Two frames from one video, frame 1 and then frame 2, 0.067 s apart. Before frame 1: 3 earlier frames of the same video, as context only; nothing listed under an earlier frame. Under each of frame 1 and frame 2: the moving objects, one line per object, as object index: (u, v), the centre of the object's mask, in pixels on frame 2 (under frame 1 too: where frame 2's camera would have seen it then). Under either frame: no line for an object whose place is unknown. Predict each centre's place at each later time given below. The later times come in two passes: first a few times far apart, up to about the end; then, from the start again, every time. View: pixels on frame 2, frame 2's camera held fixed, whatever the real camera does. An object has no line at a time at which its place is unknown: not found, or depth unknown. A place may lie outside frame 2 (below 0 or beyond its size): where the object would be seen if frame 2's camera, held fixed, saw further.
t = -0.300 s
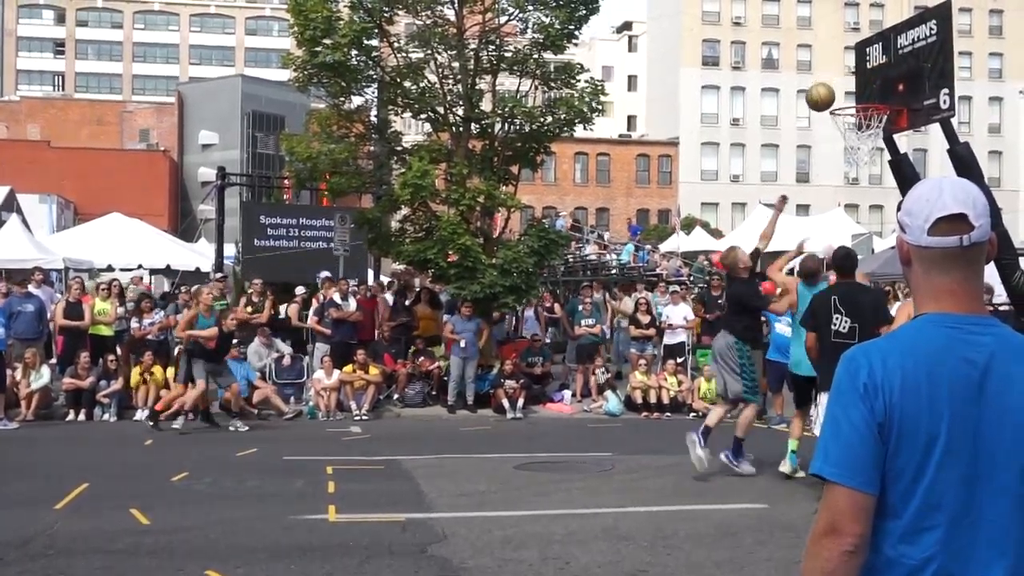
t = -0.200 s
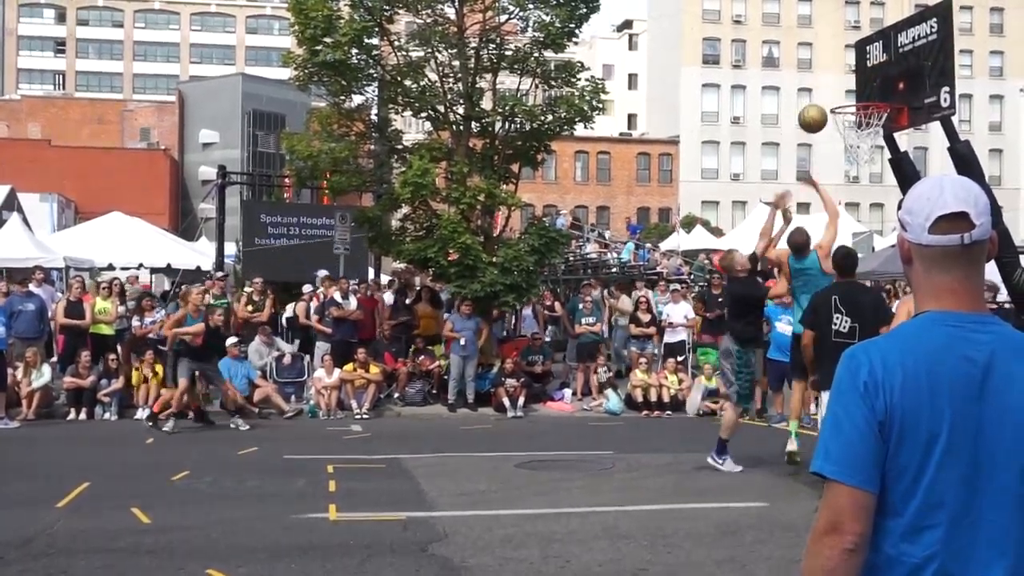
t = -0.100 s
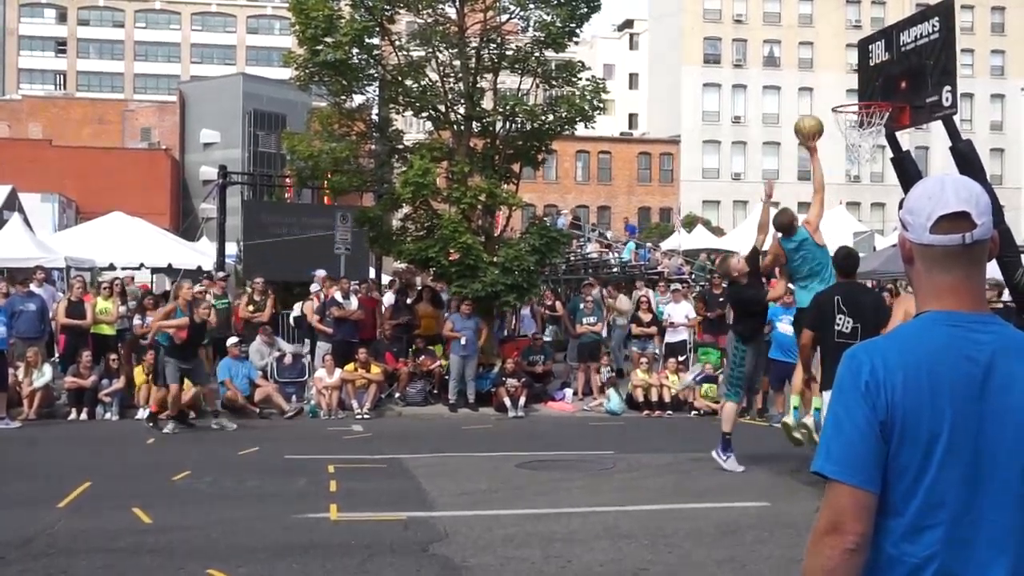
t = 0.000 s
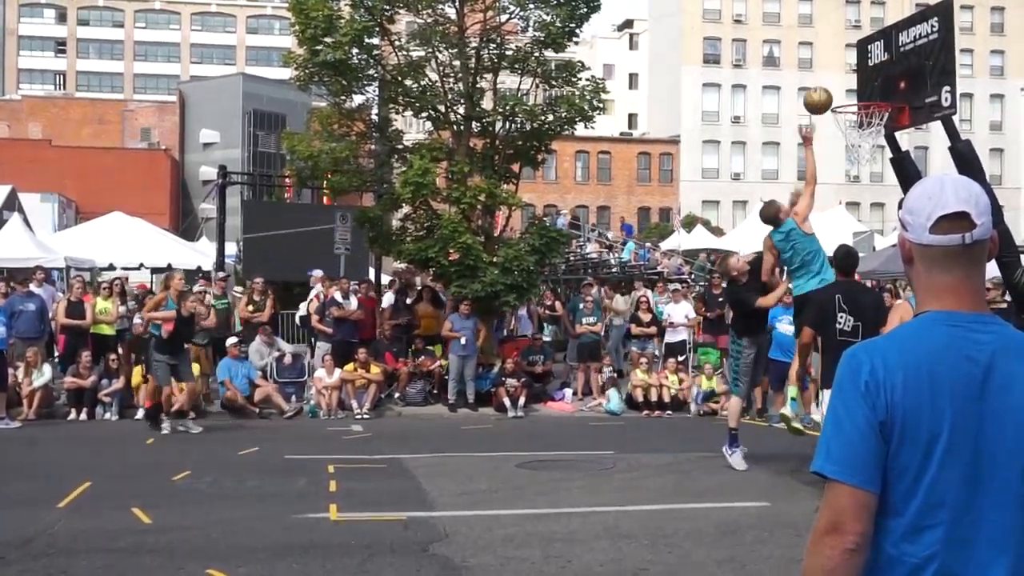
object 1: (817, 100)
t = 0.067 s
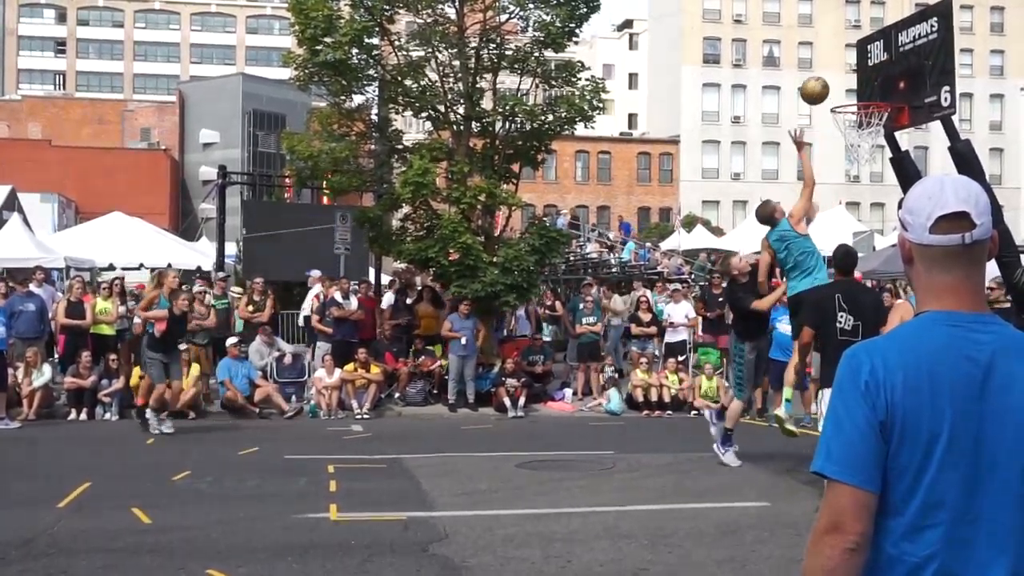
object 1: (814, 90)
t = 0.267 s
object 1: (804, 93)
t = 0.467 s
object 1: (793, 141)
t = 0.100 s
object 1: (813, 87)
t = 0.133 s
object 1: (811, 86)
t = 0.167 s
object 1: (810, 85)
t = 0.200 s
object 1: (808, 86)
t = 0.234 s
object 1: (806, 89)
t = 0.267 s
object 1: (804, 93)
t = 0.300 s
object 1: (802, 97)
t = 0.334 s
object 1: (801, 104)
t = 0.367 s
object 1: (799, 111)
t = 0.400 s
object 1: (797, 120)
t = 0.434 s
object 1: (795, 130)
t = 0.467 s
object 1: (793, 141)
